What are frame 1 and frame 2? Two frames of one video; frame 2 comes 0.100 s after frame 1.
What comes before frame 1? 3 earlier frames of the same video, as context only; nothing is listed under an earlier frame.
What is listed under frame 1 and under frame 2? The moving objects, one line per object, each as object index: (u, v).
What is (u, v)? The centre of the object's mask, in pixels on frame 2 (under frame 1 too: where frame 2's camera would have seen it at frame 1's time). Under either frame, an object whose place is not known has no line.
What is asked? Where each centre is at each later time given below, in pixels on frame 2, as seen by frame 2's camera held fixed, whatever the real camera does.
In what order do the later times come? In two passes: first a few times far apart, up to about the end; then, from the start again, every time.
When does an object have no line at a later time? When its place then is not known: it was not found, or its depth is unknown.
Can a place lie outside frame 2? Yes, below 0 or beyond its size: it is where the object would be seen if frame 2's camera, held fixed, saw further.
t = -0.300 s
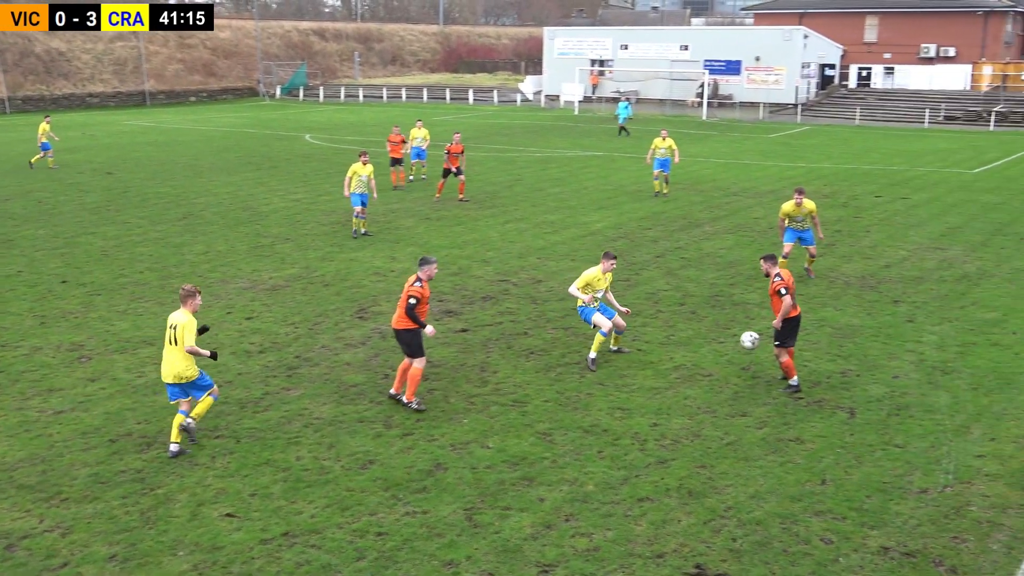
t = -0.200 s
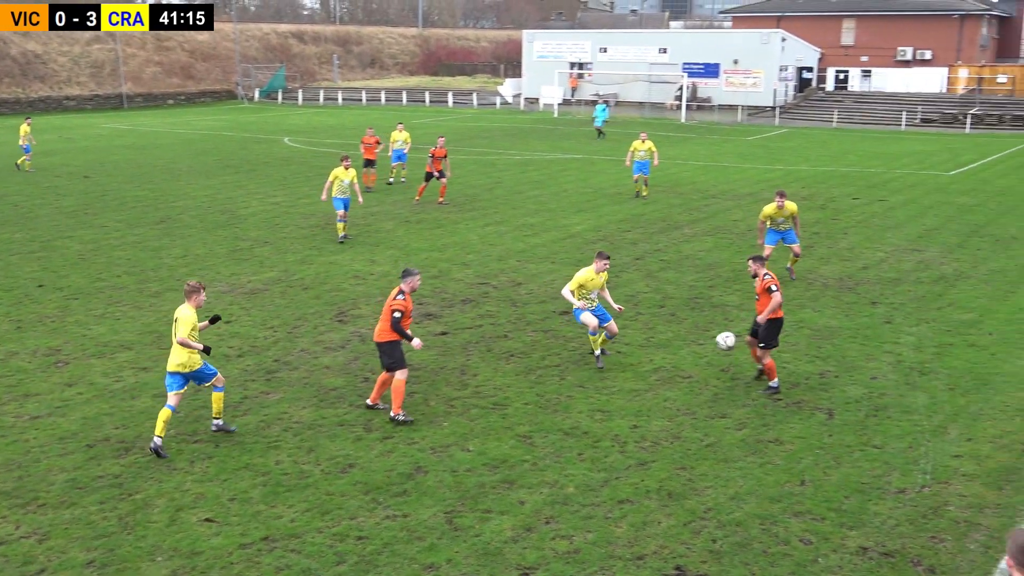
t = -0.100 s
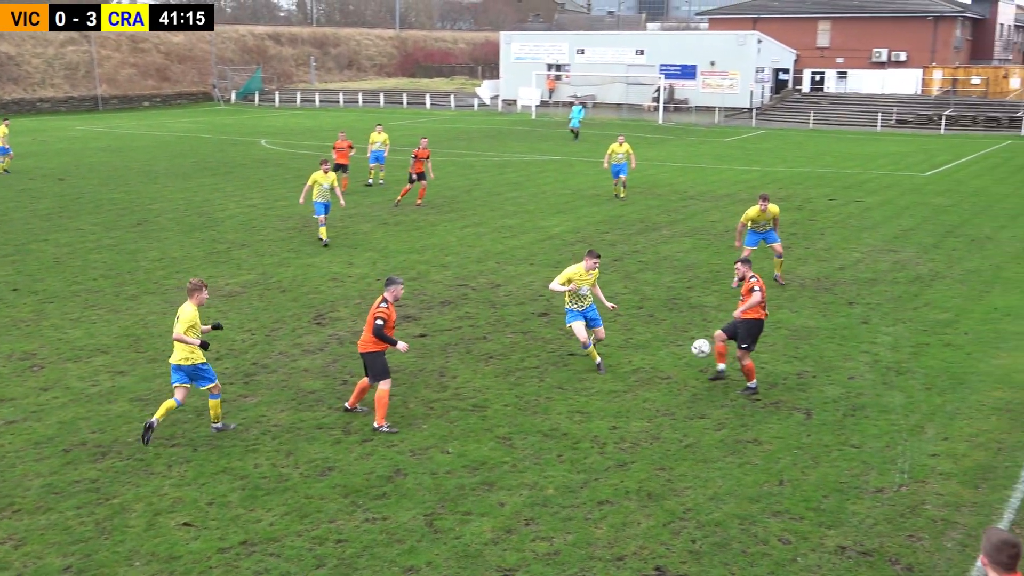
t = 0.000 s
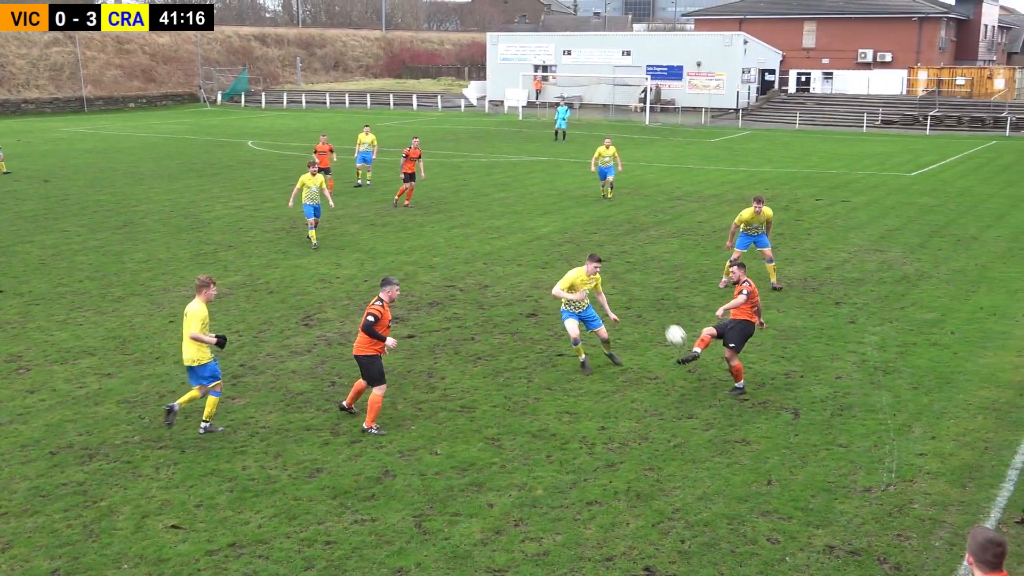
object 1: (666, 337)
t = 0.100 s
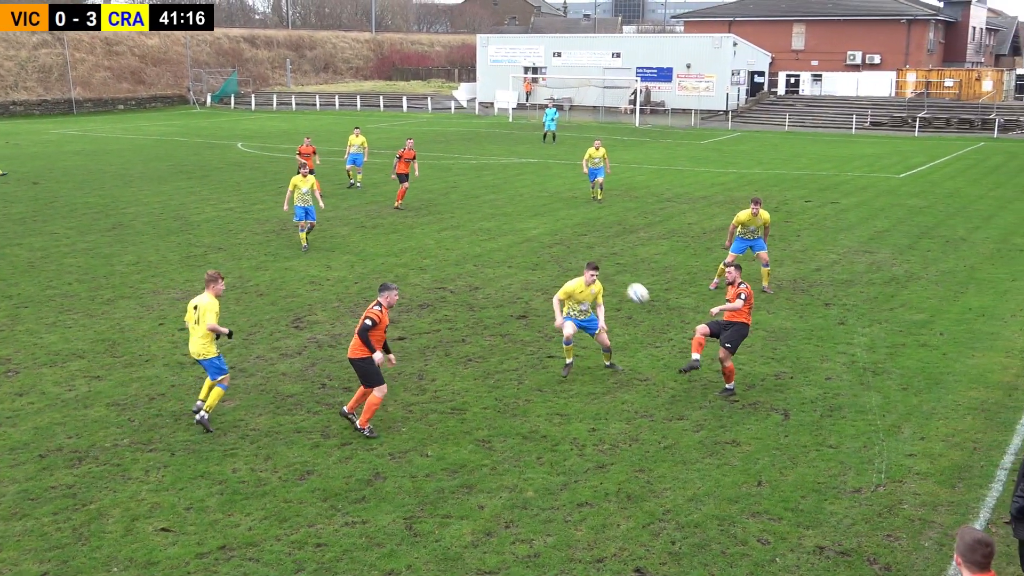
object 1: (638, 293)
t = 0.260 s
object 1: (586, 237)
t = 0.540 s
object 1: (483, 182)
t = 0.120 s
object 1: (632, 285)
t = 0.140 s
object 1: (626, 278)
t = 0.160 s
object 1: (619, 270)
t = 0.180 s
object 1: (613, 263)
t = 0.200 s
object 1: (607, 256)
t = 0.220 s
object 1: (599, 249)
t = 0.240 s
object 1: (592, 243)
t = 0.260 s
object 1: (586, 237)
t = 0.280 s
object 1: (579, 231)
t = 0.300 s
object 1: (572, 225)
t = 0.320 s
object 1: (565, 220)
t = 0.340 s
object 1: (558, 214)
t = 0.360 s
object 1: (551, 210)
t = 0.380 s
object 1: (544, 205)
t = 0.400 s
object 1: (537, 201)
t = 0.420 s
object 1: (529, 198)
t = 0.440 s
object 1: (522, 194)
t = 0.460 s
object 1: (514, 191)
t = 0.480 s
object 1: (507, 188)
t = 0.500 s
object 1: (499, 186)
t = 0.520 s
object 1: (492, 184)
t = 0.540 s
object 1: (483, 182)
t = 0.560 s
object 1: (476, 181)
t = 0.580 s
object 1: (468, 180)
